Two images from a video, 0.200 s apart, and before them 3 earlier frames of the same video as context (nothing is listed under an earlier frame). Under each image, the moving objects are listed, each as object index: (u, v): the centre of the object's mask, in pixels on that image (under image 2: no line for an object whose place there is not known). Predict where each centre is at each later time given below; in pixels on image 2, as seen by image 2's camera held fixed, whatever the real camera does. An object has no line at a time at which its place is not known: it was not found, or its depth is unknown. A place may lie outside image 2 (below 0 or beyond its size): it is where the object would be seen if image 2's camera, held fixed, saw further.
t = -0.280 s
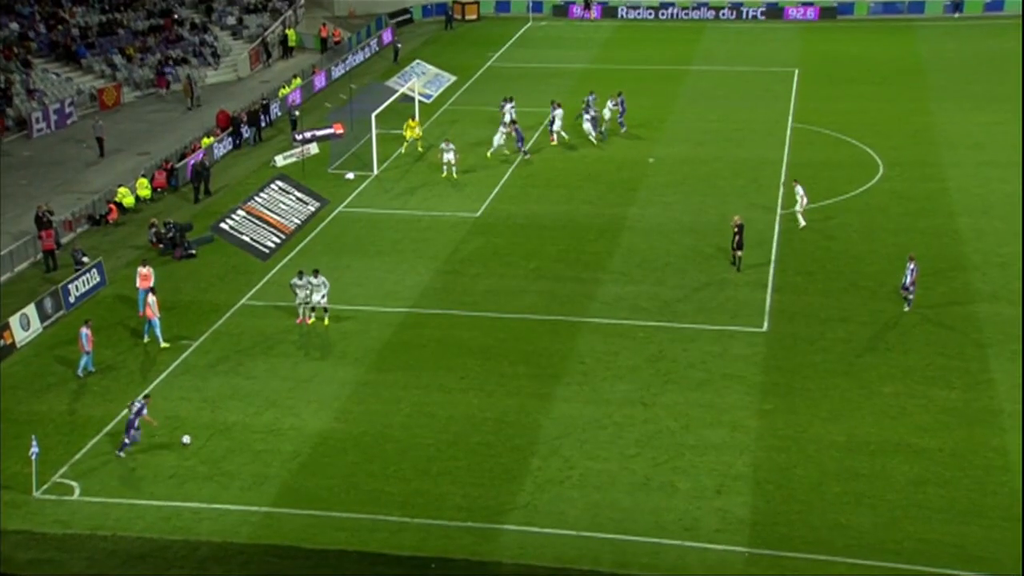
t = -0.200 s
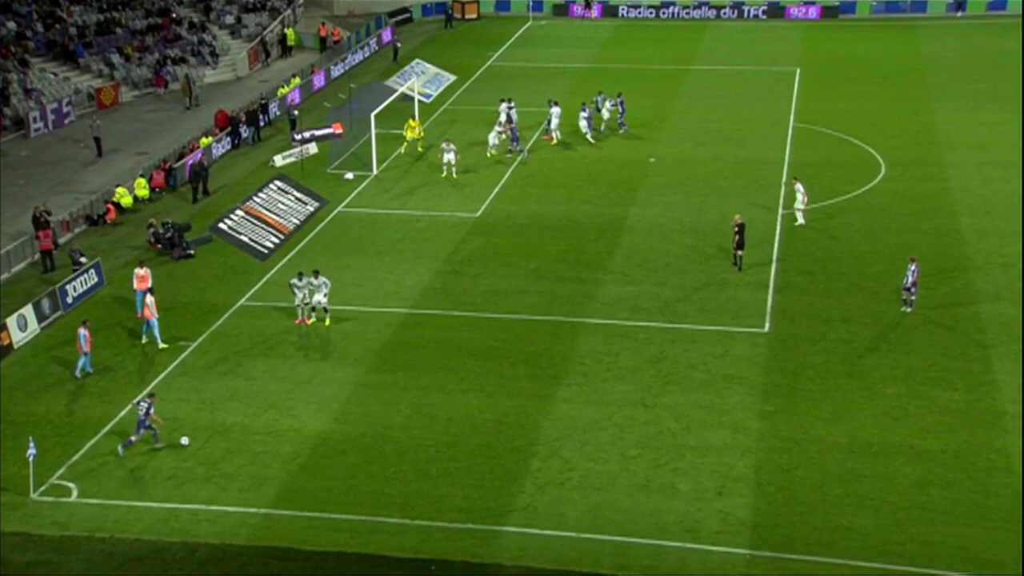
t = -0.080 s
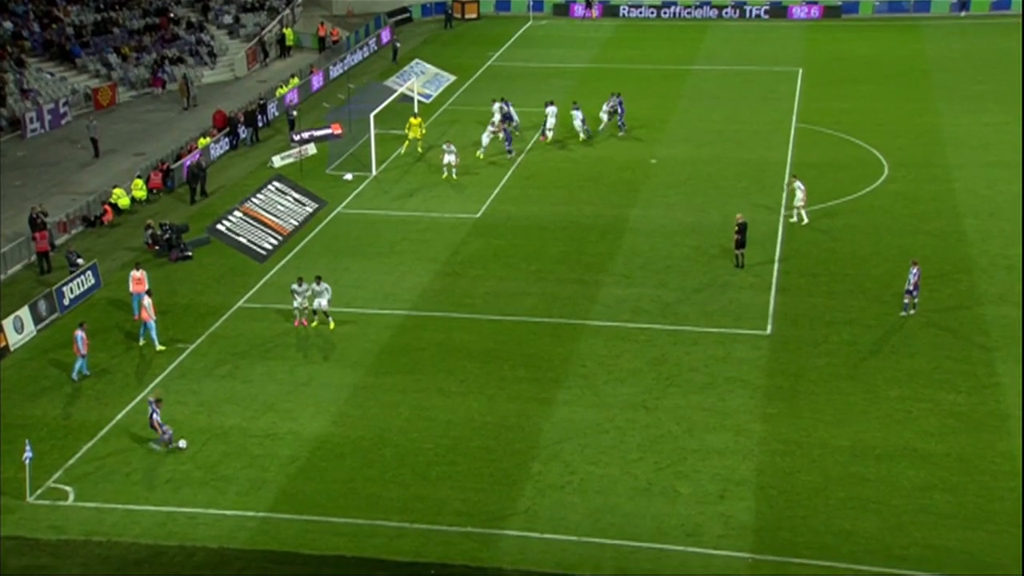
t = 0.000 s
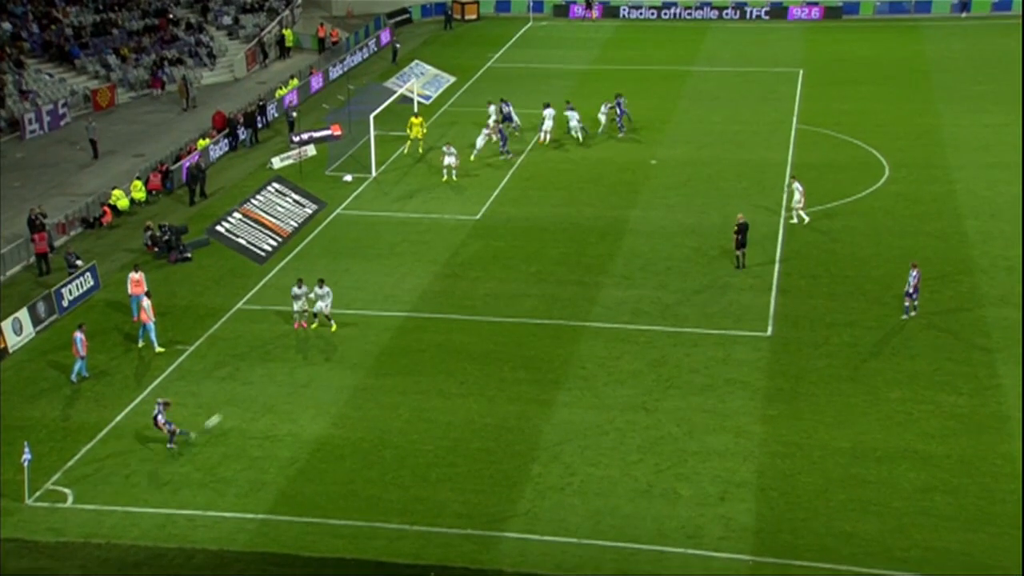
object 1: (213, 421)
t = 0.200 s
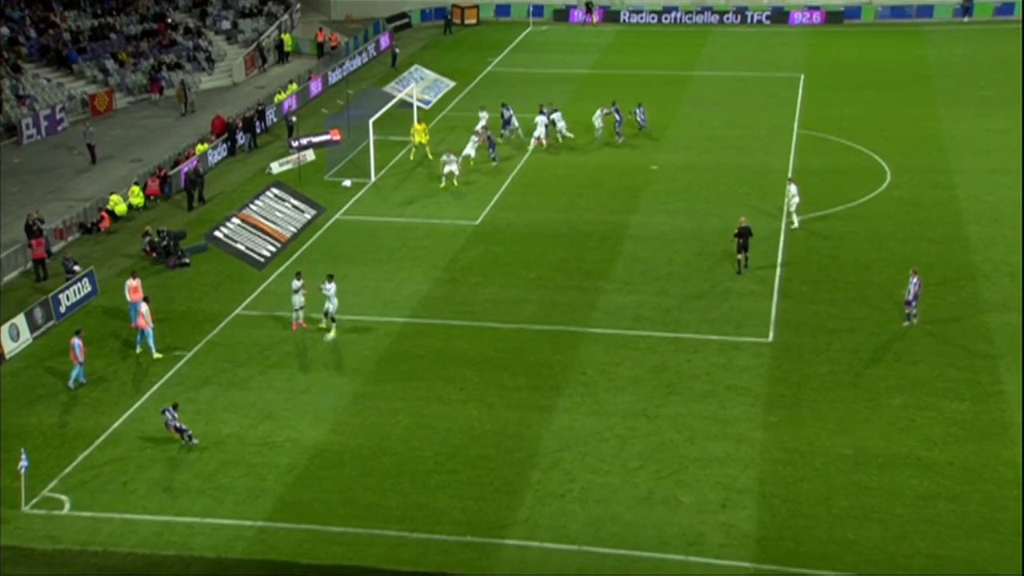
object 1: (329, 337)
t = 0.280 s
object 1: (366, 309)
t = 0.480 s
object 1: (439, 258)
